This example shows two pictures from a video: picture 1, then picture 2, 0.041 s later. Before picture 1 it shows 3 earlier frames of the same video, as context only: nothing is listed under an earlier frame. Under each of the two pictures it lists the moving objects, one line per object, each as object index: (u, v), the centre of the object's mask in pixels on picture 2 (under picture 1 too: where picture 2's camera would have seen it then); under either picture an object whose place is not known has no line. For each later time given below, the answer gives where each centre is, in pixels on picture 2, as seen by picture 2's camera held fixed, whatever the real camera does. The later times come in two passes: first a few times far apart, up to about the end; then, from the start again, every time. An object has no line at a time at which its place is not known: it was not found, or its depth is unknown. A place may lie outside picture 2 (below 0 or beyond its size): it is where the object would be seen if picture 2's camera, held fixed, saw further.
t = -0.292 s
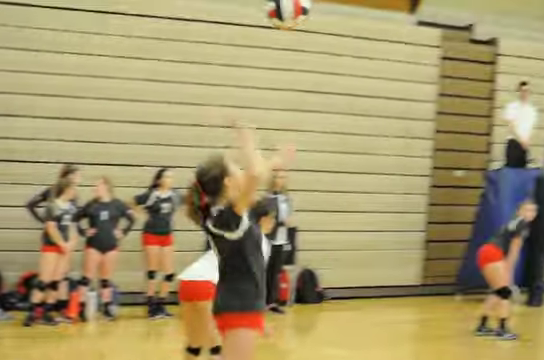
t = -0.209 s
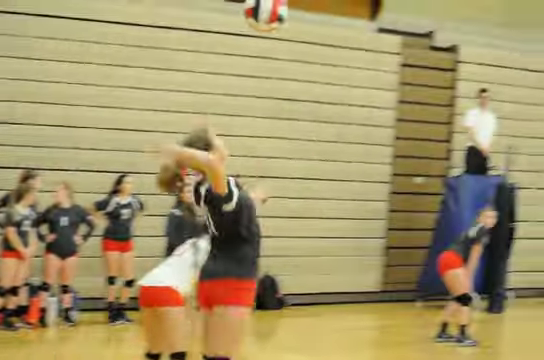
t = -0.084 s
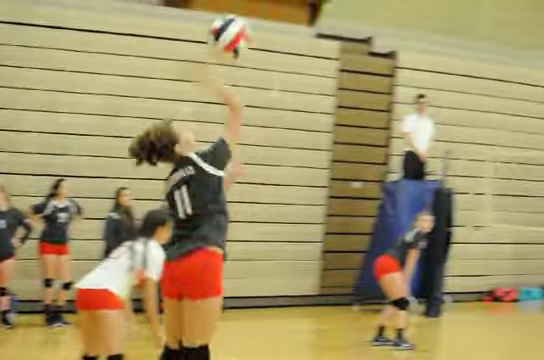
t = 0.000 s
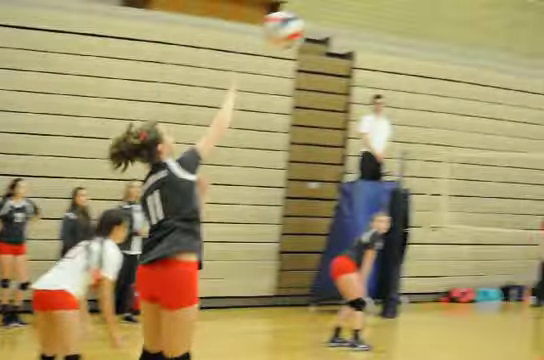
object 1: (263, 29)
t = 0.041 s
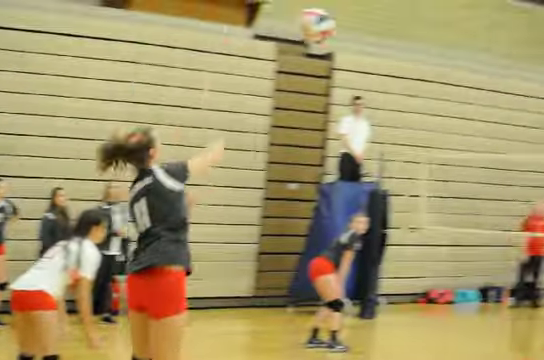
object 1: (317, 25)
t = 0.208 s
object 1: (463, 25)
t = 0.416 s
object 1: (555, 59)
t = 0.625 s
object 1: (615, 126)
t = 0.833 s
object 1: (616, 139)
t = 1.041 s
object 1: (607, 168)
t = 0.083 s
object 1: (361, 23)
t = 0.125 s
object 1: (398, 23)
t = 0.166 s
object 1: (432, 23)
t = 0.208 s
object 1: (463, 25)
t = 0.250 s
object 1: (488, 27)
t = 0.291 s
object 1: (511, 31)
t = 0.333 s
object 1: (526, 38)
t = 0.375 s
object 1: (540, 47)
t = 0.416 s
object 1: (555, 59)
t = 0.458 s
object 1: (571, 72)
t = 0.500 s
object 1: (586, 84)
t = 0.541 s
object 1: (599, 97)
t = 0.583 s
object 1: (605, 111)
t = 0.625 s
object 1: (615, 126)
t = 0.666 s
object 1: (622, 139)
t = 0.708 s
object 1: (621, 134)
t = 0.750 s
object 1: (615, 136)
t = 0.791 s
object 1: (616, 136)
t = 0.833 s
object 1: (616, 139)
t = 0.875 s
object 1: (614, 142)
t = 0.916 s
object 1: (611, 149)
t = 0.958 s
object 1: (609, 152)
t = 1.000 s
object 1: (609, 160)
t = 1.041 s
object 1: (607, 168)
